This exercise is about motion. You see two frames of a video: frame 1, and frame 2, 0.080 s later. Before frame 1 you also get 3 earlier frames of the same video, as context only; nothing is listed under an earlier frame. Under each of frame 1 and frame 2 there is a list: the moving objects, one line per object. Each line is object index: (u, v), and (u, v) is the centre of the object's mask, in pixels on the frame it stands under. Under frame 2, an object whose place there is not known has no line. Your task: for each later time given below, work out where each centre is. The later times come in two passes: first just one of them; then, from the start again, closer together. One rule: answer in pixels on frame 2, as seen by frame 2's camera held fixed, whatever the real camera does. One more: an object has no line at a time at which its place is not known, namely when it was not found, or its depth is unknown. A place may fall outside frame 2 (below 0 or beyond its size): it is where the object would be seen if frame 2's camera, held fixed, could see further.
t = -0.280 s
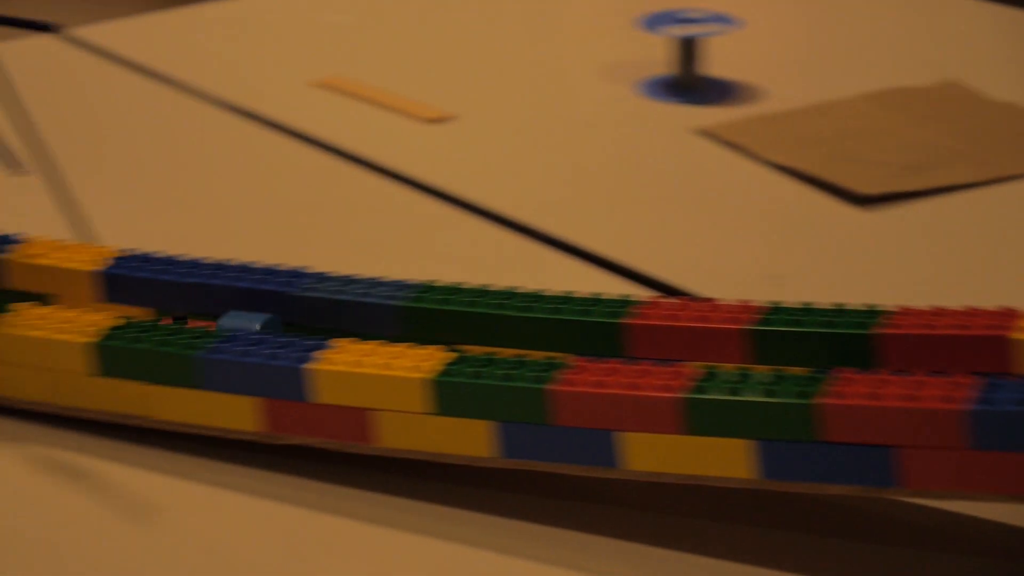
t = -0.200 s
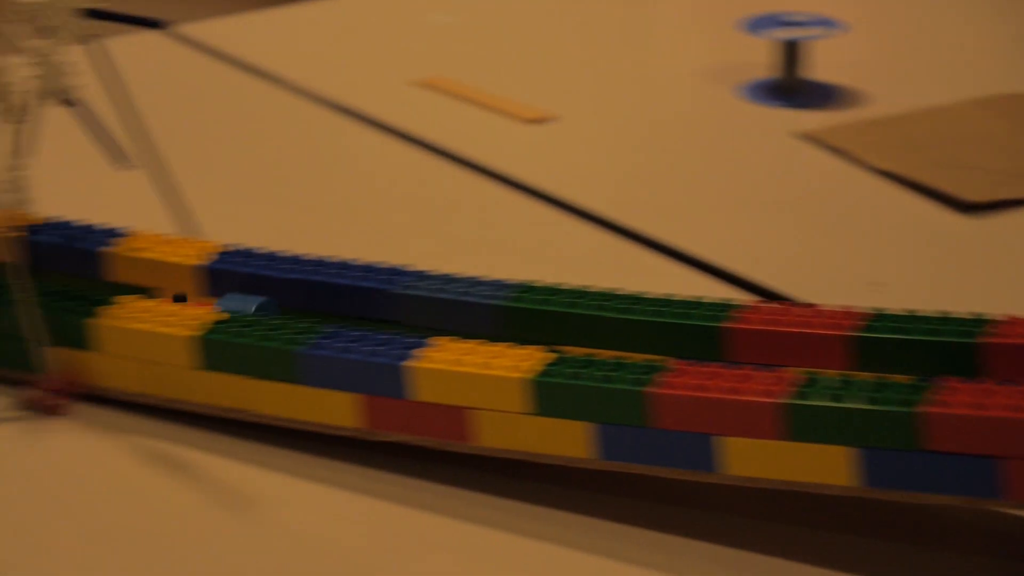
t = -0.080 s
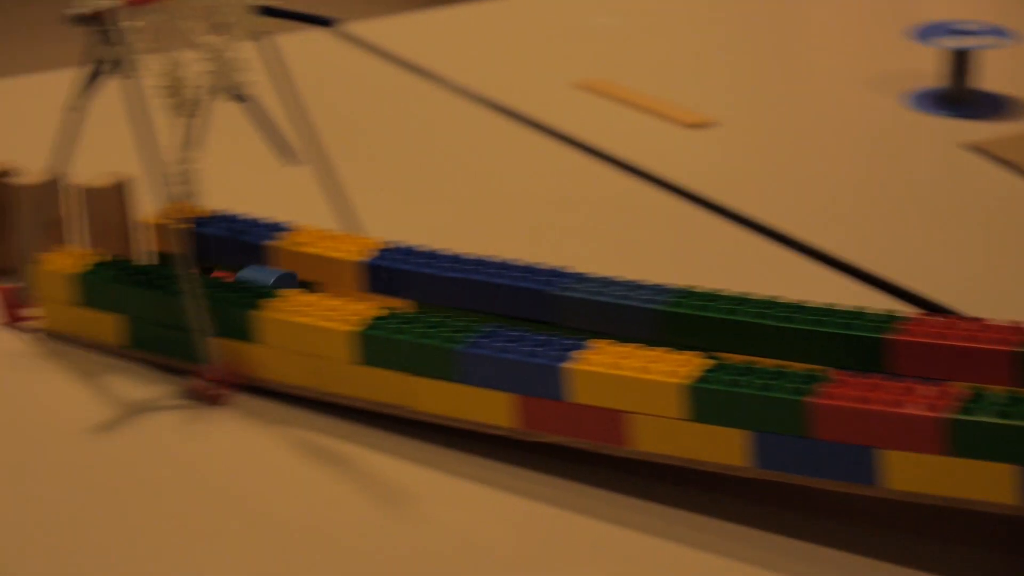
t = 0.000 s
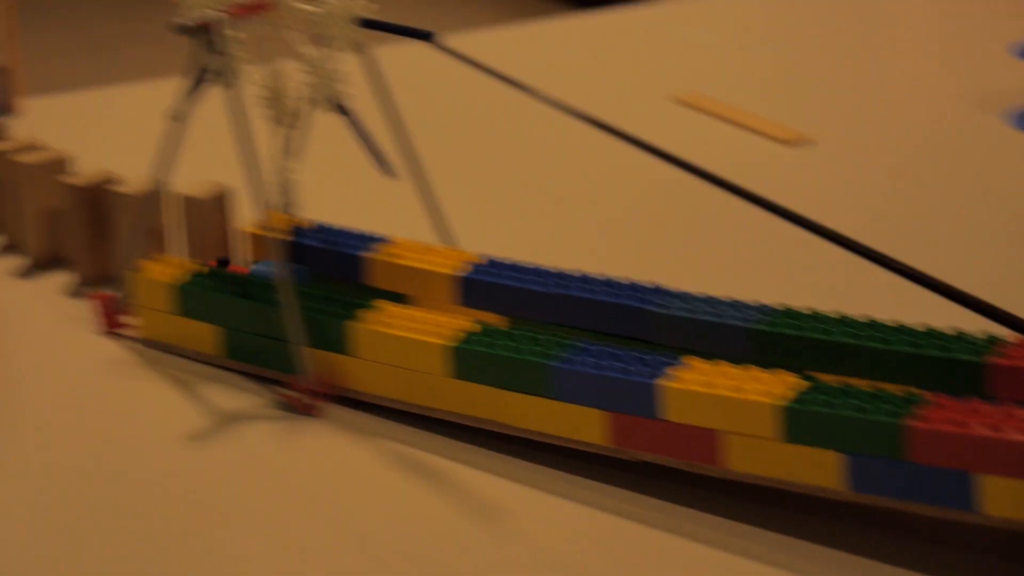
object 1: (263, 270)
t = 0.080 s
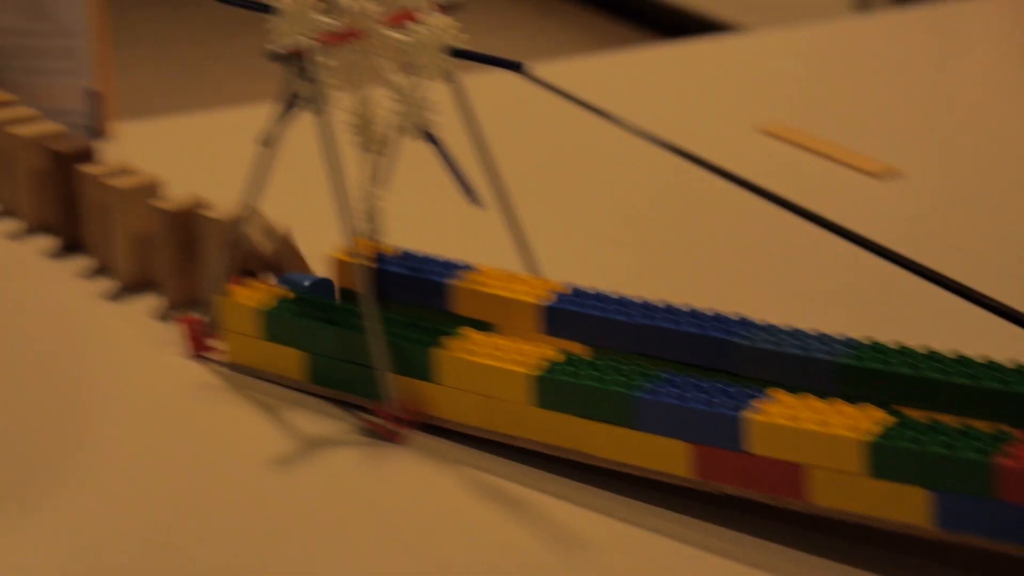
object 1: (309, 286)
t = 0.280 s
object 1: (227, 280)
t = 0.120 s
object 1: (285, 280)
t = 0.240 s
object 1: (244, 279)
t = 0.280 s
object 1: (227, 280)
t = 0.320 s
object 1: (216, 284)
